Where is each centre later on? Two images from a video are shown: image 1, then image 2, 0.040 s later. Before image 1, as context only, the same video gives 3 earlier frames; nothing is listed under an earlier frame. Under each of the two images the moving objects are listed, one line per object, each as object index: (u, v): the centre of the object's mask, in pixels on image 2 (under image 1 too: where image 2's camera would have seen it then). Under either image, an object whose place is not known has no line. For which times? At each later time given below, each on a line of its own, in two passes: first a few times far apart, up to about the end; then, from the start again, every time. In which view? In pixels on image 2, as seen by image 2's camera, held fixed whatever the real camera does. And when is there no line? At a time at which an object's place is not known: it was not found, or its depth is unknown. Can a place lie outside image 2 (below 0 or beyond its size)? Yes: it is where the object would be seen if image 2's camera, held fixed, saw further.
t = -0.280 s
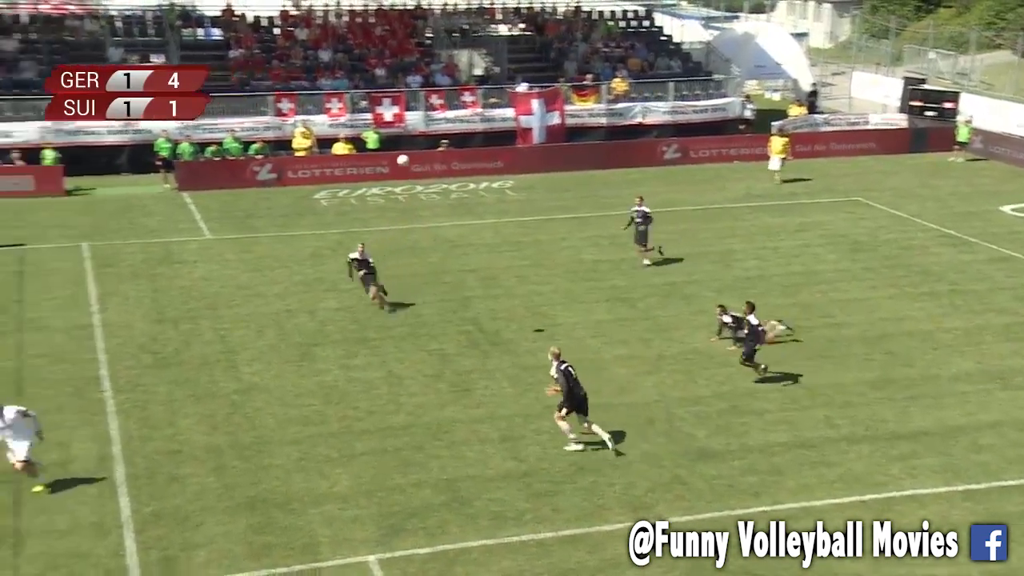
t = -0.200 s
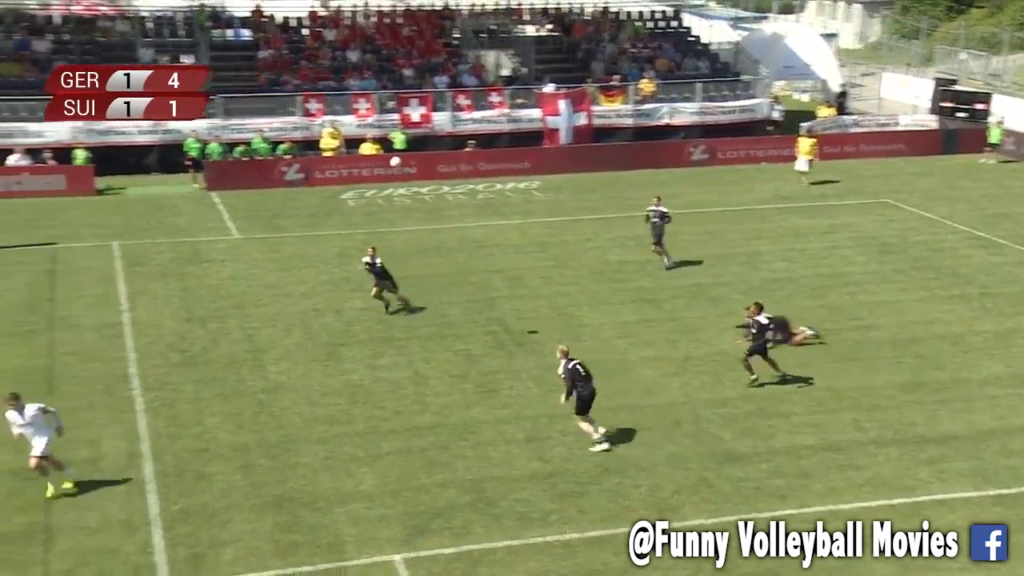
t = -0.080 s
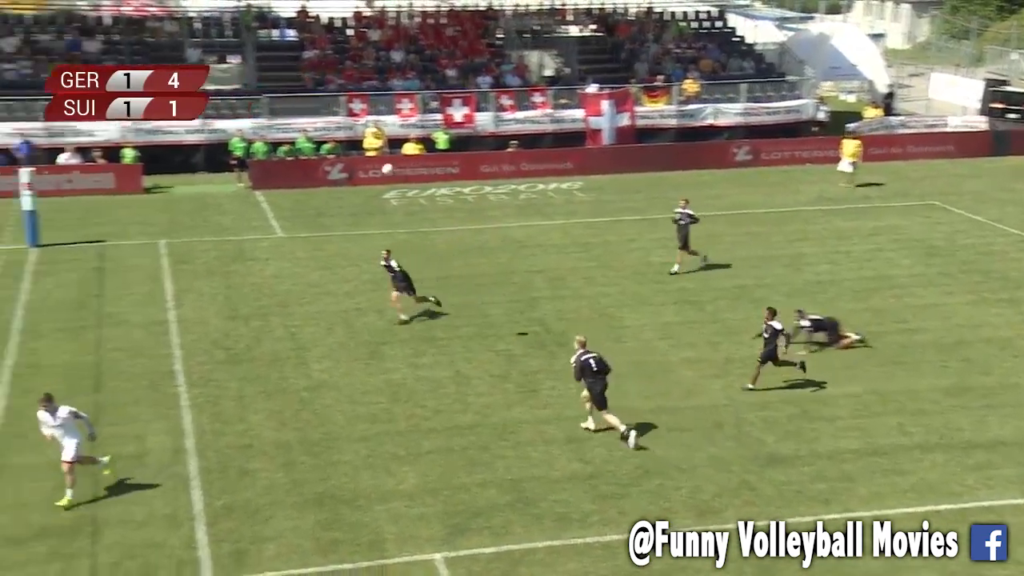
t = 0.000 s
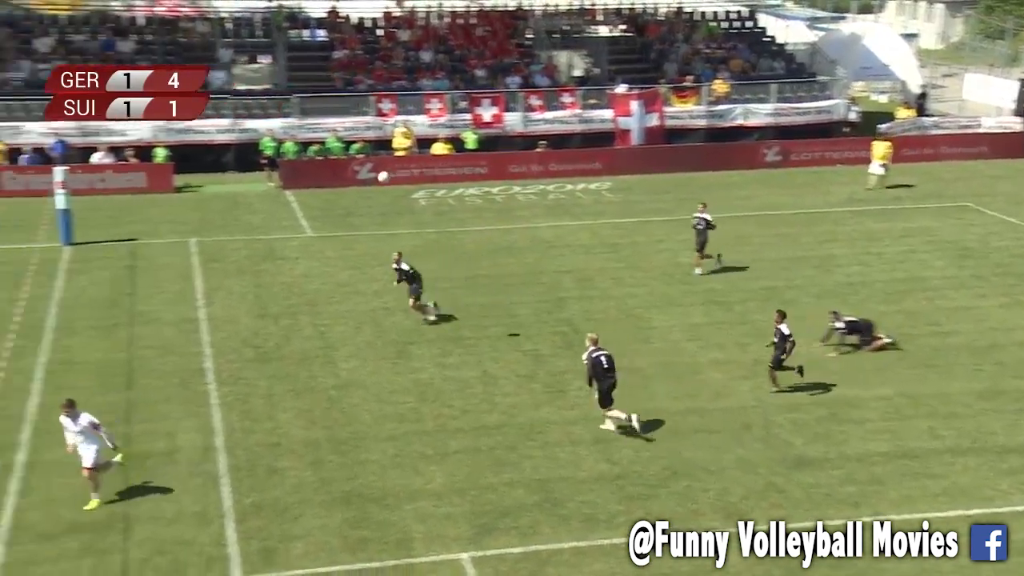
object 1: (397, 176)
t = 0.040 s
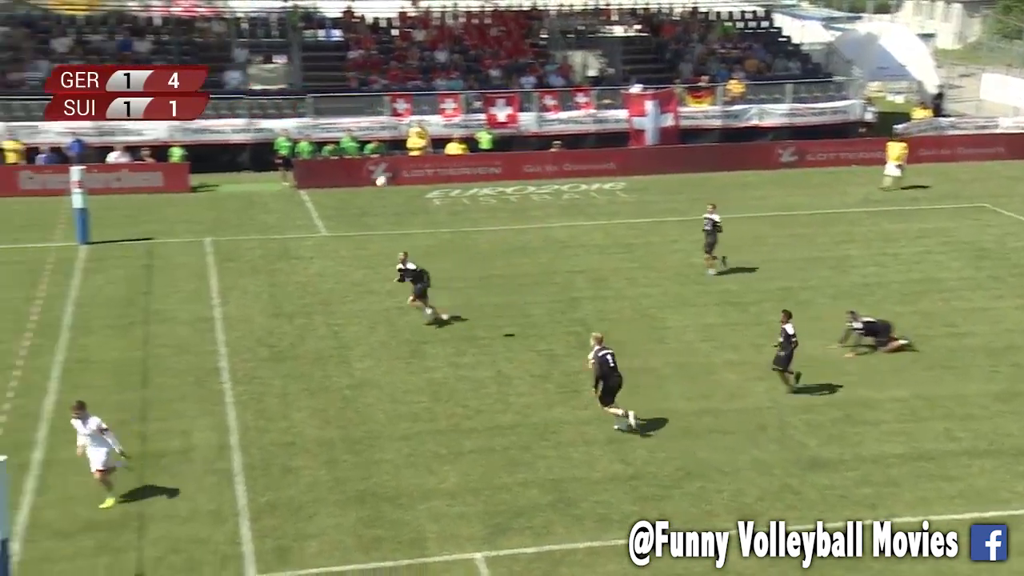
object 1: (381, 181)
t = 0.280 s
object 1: (283, 224)
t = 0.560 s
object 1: (174, 303)
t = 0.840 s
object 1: (111, 312)
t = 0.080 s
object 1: (364, 186)
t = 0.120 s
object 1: (347, 192)
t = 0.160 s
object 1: (331, 199)
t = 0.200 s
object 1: (315, 207)
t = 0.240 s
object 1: (299, 215)
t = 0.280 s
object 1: (283, 224)
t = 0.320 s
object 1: (267, 233)
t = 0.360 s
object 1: (251, 243)
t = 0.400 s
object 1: (236, 254)
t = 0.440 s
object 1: (221, 265)
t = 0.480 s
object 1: (204, 277)
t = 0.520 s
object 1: (189, 289)
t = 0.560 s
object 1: (174, 303)
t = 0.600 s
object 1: (159, 316)
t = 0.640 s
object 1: (145, 331)
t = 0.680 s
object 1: (129, 346)
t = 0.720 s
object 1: (122, 340)
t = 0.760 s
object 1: (118, 330)
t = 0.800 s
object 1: (115, 321)
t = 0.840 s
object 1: (111, 312)
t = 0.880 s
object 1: (109, 304)
